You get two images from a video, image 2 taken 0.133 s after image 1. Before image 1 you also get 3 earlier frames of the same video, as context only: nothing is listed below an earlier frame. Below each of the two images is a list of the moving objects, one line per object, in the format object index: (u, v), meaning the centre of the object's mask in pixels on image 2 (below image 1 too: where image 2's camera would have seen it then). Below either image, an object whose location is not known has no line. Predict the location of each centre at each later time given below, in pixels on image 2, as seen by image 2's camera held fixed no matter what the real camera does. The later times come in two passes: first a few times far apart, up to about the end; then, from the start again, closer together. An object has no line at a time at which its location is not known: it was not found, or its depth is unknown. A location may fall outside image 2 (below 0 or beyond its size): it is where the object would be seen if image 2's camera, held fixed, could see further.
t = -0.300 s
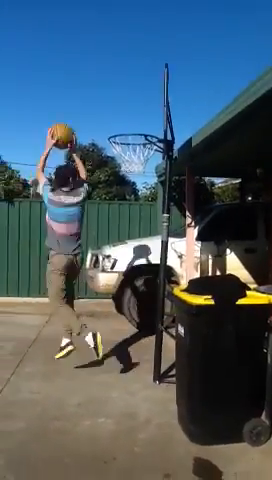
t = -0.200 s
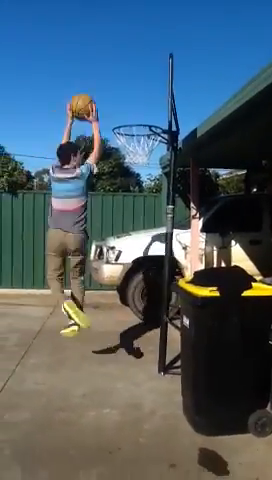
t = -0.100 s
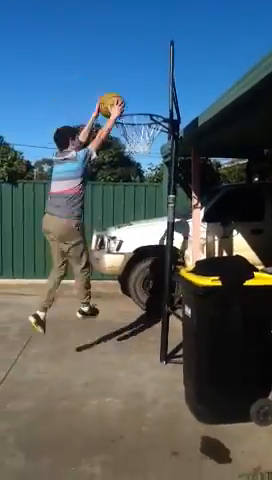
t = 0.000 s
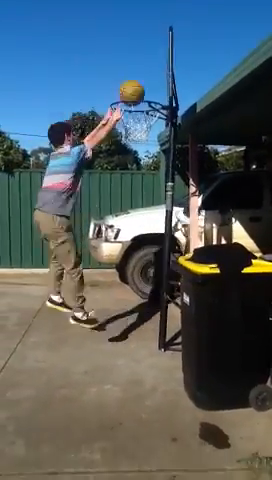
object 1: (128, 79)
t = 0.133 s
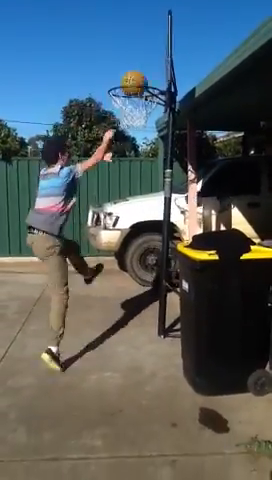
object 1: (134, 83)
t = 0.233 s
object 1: (122, 84)
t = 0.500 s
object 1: (139, 104)
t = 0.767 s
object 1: (147, 189)
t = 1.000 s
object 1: (151, 312)
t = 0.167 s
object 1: (126, 84)
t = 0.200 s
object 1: (120, 85)
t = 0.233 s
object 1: (122, 84)
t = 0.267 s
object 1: (125, 82)
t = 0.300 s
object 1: (127, 81)
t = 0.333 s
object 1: (129, 82)
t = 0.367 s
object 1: (132, 84)
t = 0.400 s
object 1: (133, 87)
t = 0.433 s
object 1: (135, 92)
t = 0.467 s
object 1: (138, 97)
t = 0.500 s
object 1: (139, 104)
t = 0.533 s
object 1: (140, 112)
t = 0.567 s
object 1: (141, 121)
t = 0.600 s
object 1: (142, 129)
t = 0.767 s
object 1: (147, 189)
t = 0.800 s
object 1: (149, 204)
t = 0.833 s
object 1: (149, 220)
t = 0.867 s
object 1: (150, 236)
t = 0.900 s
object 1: (150, 254)
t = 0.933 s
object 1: (150, 272)
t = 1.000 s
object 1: (151, 312)
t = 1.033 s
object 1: (151, 309)
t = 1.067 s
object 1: (151, 293)
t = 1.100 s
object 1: (150, 277)
